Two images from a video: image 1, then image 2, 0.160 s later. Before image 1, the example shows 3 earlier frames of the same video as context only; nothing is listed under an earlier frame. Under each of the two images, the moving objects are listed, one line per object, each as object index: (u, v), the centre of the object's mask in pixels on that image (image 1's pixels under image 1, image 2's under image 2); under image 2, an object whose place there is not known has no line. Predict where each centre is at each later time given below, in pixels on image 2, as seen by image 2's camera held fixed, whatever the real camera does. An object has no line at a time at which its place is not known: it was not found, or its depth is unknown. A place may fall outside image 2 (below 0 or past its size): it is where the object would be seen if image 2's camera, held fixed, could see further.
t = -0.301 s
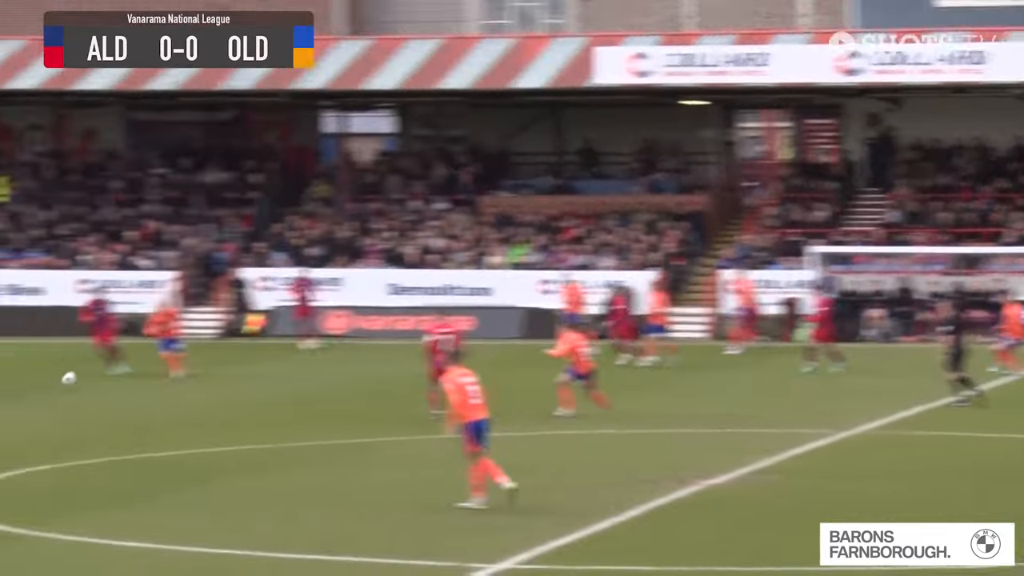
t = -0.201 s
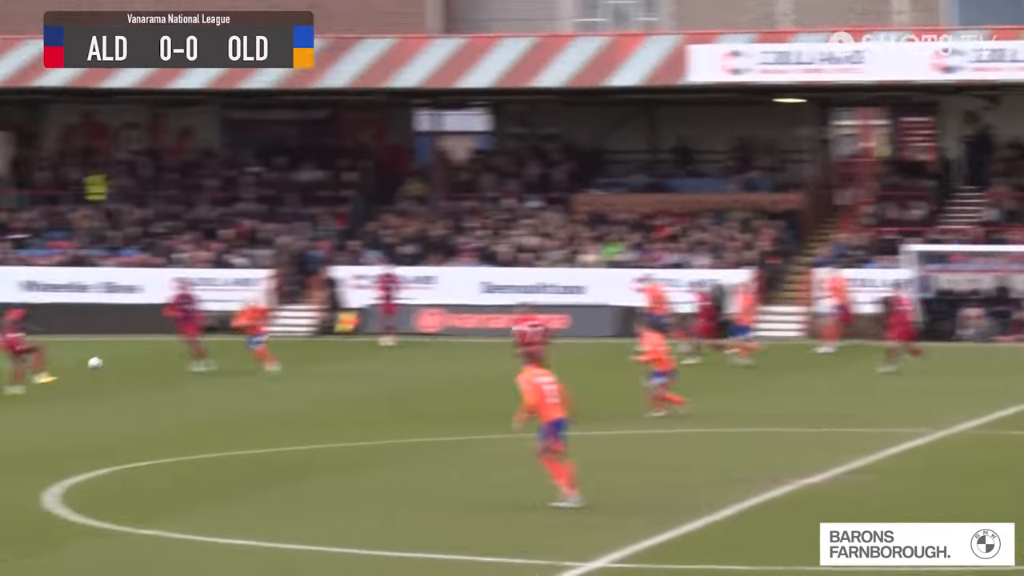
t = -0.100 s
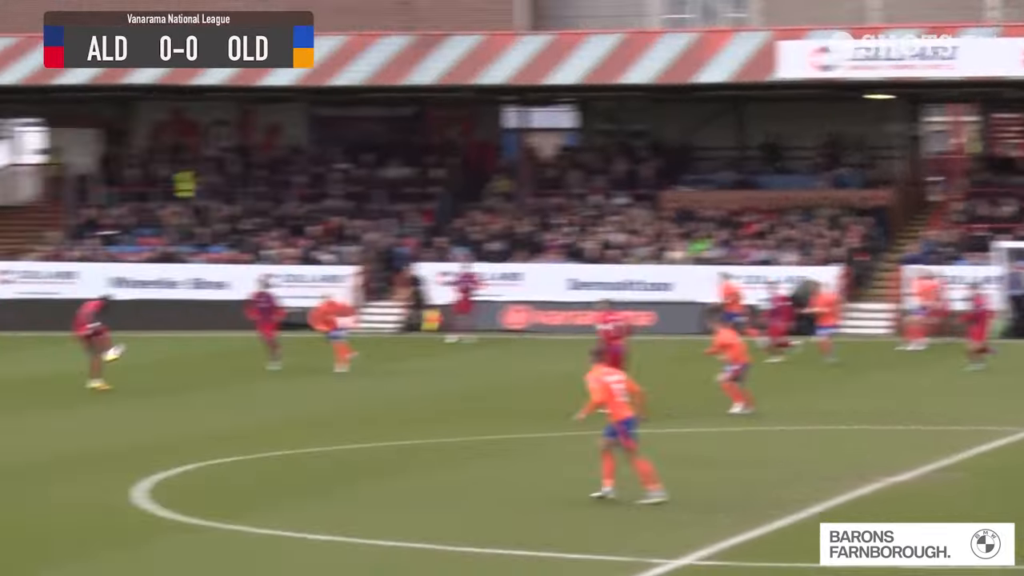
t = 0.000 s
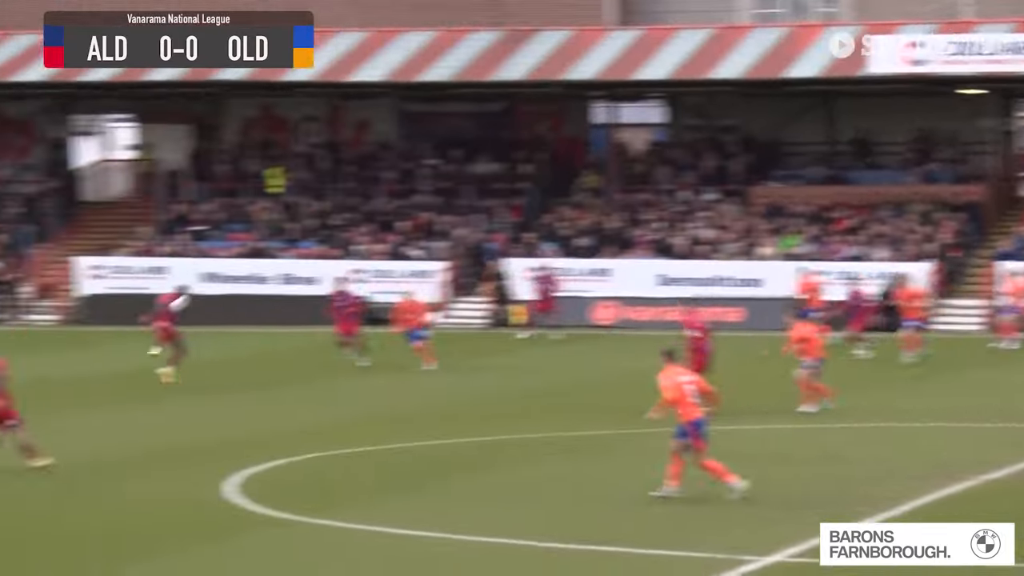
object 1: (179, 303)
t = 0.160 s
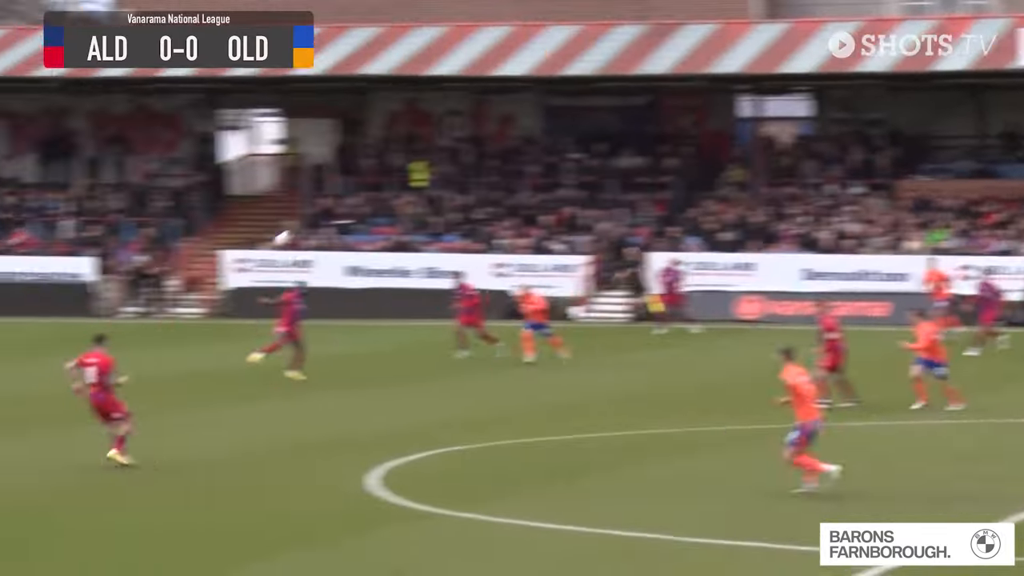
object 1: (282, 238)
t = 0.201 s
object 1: (271, 226)
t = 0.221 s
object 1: (265, 220)
